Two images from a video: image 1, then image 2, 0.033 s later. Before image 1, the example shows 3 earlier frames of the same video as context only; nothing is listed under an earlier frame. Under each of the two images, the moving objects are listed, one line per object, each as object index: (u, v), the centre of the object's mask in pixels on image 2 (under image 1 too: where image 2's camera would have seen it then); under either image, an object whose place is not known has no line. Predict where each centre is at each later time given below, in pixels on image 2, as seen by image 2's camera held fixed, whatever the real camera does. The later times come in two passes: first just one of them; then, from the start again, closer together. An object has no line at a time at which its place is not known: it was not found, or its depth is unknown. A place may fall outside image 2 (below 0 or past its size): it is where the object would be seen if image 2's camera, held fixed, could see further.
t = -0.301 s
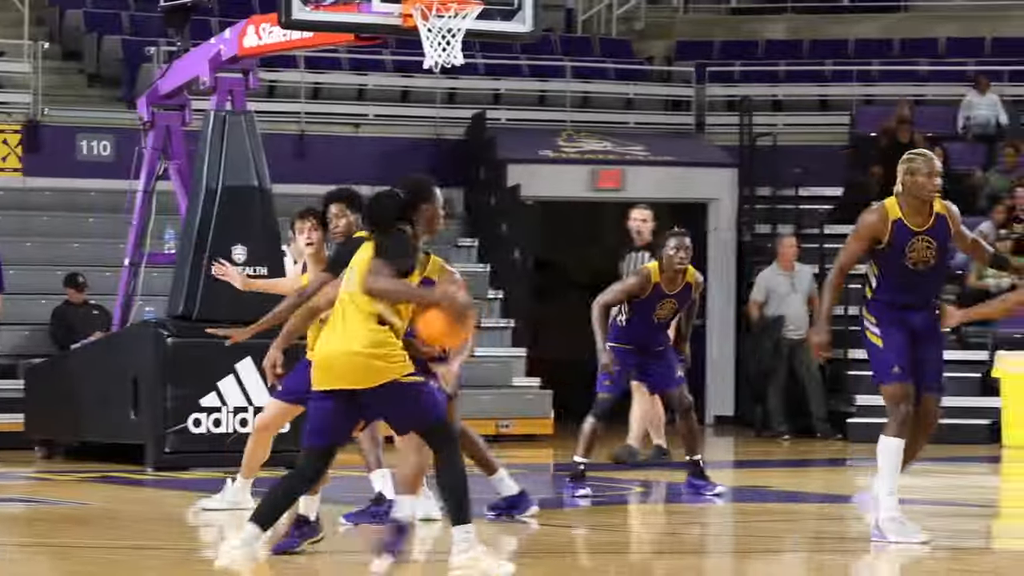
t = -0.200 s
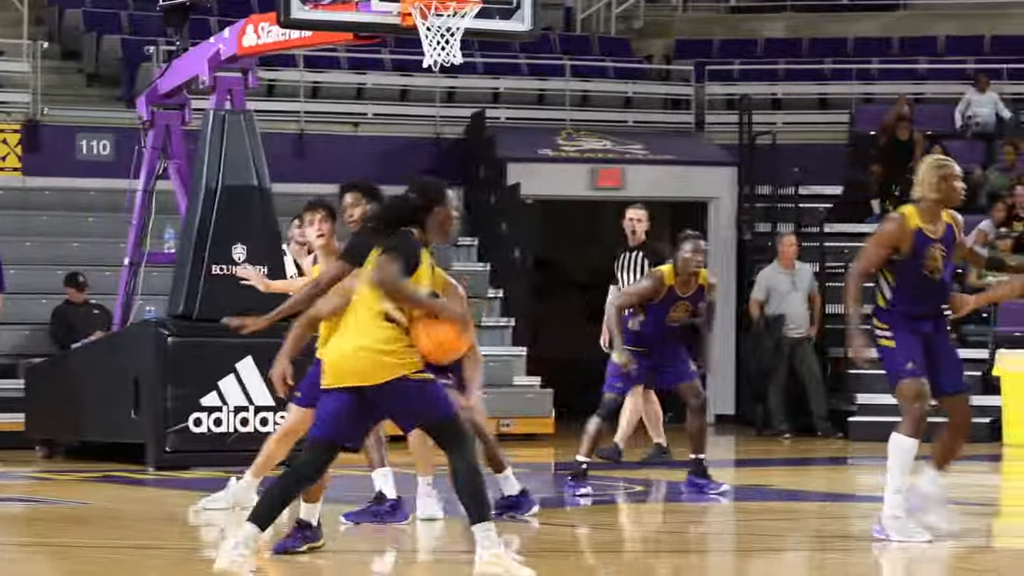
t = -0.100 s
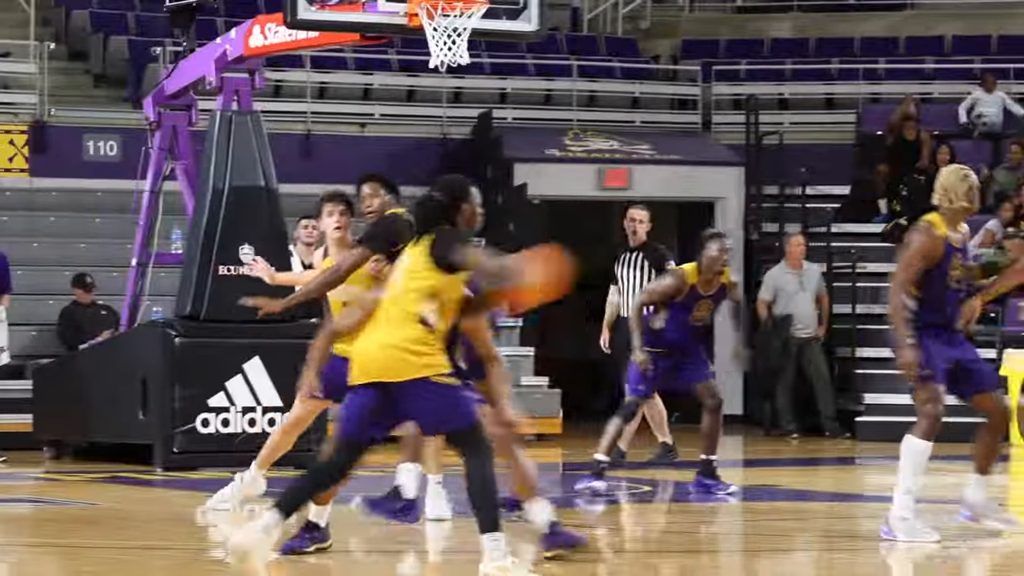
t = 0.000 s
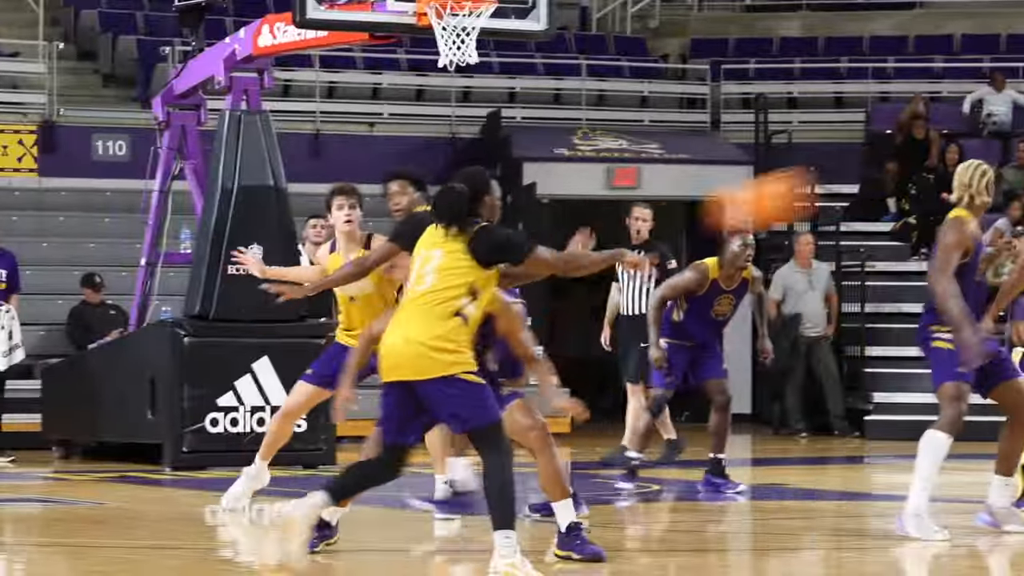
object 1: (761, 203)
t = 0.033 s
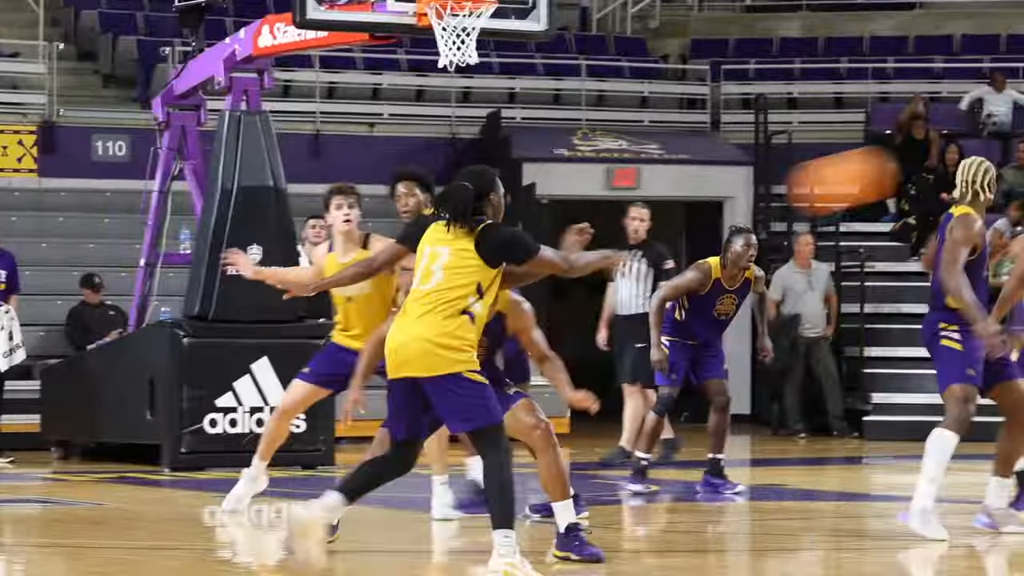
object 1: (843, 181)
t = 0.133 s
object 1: (1053, 133)
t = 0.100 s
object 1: (1001, 140)
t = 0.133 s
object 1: (1053, 133)
